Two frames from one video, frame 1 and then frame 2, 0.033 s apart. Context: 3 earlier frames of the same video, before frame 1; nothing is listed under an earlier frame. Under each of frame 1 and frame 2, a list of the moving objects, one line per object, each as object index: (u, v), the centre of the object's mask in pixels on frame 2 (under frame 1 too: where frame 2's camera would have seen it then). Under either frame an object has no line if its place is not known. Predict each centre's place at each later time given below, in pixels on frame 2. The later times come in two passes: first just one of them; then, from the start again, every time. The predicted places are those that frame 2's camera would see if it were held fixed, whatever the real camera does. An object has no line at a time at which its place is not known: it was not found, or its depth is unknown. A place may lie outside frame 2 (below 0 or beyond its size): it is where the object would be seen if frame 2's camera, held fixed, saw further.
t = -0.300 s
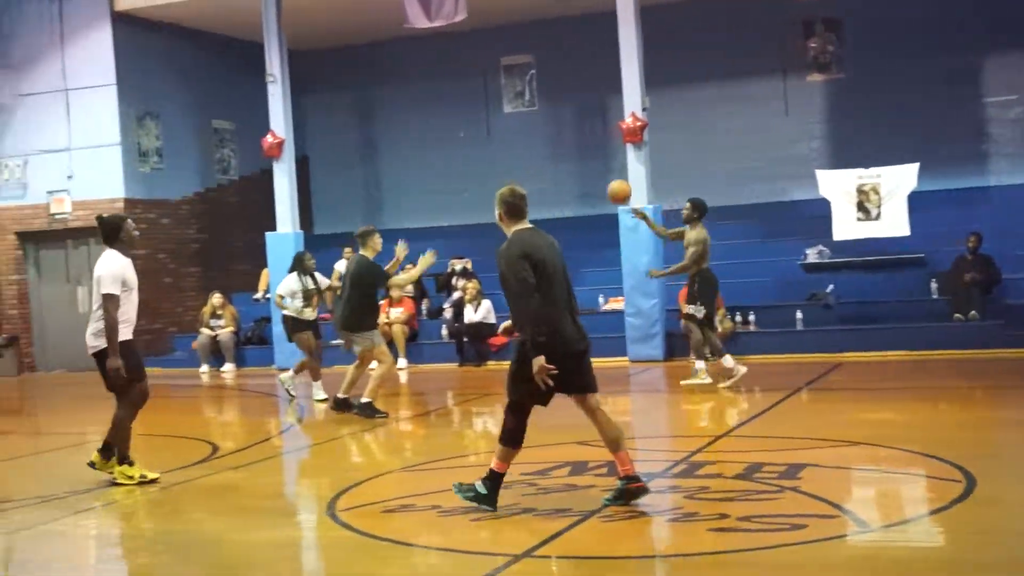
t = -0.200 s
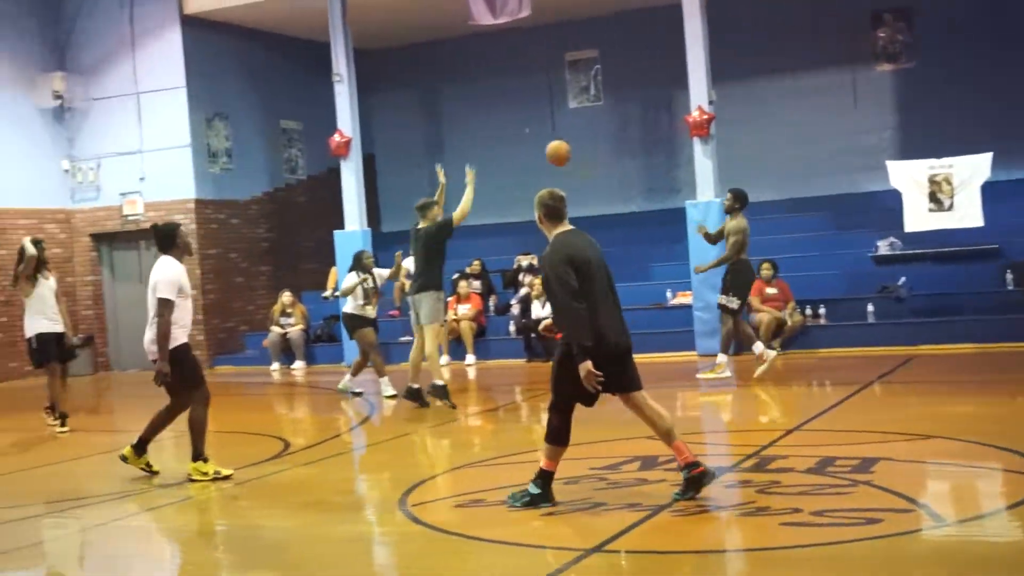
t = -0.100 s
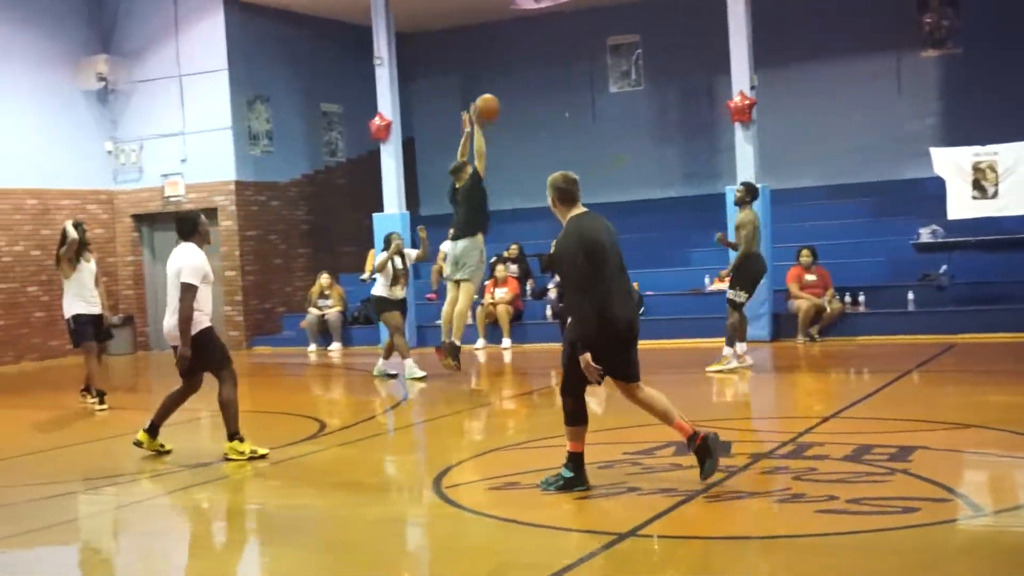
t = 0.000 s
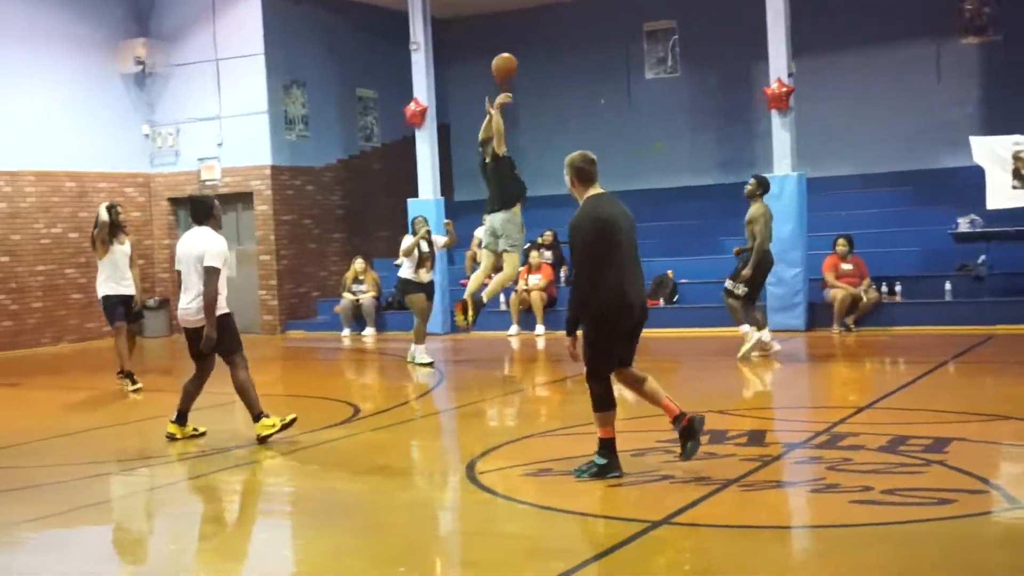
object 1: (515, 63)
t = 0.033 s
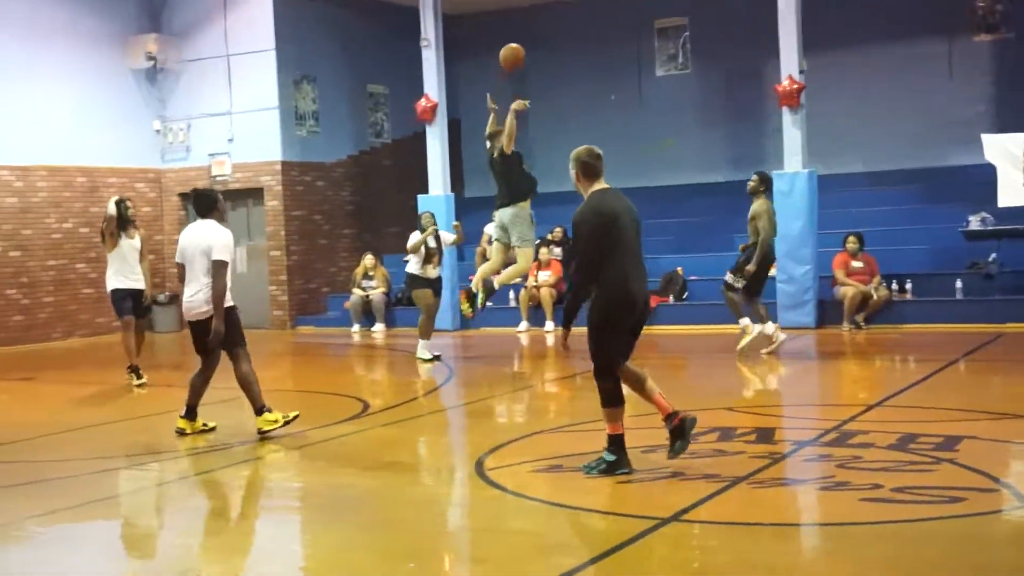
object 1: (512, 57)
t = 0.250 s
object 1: (495, 48)
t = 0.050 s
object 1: (510, 55)
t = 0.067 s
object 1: (509, 53)
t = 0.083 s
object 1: (507, 51)
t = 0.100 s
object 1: (506, 49)
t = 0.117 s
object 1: (505, 48)
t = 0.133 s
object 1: (503, 47)
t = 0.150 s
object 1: (502, 46)
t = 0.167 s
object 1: (501, 45)
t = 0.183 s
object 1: (500, 46)
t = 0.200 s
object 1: (499, 45)
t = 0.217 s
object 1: (497, 45)
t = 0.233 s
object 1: (496, 46)
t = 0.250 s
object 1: (495, 48)
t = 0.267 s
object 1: (494, 48)
